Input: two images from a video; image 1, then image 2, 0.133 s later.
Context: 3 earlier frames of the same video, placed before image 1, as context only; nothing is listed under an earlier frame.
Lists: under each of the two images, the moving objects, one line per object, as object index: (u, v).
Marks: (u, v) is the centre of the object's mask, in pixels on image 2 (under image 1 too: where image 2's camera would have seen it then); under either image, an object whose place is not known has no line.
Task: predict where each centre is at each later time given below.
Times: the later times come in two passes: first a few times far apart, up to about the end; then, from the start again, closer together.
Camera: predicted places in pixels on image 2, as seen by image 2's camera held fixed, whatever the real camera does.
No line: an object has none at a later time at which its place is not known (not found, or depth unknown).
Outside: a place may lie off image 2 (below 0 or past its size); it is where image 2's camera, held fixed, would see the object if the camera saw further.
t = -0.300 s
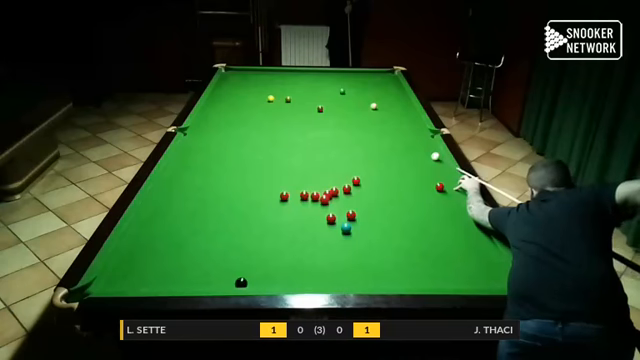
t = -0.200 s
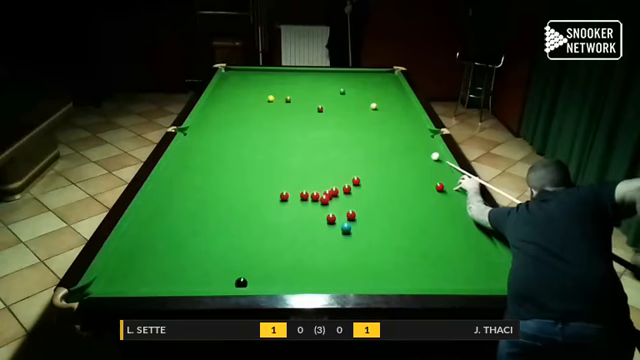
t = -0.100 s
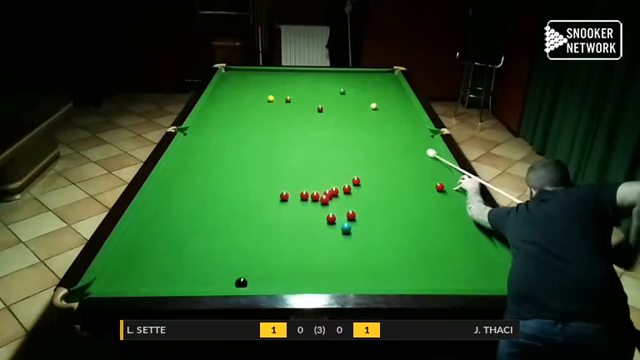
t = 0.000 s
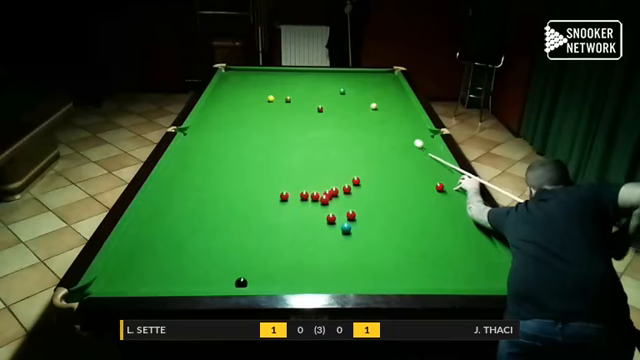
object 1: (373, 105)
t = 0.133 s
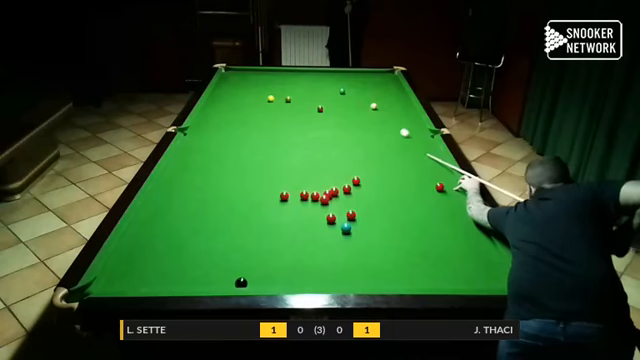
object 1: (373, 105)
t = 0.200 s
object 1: (373, 105)
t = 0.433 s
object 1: (373, 105)
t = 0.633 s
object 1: (376, 100)
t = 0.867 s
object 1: (379, 94)
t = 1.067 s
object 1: (381, 89)
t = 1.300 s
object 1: (383, 84)
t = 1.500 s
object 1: (385, 80)
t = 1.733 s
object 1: (387, 75)
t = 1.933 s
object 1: (388, 72)
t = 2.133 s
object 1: (394, 71)
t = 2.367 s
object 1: (389, 72)
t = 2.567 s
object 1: (385, 72)
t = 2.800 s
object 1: (380, 72)
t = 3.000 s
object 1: (376, 72)
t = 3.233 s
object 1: (372, 72)
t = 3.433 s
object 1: (370, 73)
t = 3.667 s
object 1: (367, 73)
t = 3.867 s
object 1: (364, 73)
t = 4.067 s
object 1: (363, 73)
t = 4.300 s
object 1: (361, 73)
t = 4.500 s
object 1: (359, 73)
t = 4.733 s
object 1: (358, 73)
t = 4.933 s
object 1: (358, 73)
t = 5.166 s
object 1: (358, 73)
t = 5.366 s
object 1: (358, 73)
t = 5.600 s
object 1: (358, 73)
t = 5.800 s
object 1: (358, 73)
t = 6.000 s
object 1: (358, 73)
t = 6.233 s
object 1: (358, 73)
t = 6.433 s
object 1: (358, 73)
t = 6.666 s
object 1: (358, 73)
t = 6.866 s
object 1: (358, 73)
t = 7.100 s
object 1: (358, 73)
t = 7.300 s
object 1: (358, 73)
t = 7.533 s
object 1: (358, 73)
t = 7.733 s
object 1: (358, 73)
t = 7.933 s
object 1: (358, 73)
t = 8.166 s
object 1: (358, 73)
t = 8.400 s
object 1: (358, 73)
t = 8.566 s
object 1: (358, 73)
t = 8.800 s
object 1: (358, 73)
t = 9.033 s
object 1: (358, 73)
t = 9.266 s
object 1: (358, 73)
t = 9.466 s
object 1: (358, 73)
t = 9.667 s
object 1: (358, 73)
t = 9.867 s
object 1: (358, 73)
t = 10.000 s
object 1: (358, 73)
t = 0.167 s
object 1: (373, 105)
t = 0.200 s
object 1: (373, 105)
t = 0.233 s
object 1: (373, 105)
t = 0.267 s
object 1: (373, 105)
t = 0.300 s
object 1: (373, 105)
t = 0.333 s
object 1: (373, 105)
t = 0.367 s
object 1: (373, 105)
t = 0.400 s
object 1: (373, 105)
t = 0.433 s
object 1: (373, 105)
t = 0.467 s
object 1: (373, 105)
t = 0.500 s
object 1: (373, 104)
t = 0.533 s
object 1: (374, 104)
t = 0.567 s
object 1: (374, 103)
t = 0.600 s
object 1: (375, 101)
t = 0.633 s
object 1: (376, 100)
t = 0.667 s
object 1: (376, 99)
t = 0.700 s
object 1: (377, 98)
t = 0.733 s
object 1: (377, 98)
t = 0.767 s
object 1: (377, 96)
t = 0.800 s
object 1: (378, 96)
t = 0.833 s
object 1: (378, 95)
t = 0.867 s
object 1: (379, 94)
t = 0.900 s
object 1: (379, 93)
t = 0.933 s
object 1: (379, 92)
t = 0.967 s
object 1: (380, 91)
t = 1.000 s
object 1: (380, 90)
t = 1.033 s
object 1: (380, 90)
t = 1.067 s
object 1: (381, 89)
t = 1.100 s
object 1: (381, 88)
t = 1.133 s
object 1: (381, 87)
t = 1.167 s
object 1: (382, 86)
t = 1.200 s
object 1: (382, 86)
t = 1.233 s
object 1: (383, 85)
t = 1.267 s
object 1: (383, 84)
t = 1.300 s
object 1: (383, 84)
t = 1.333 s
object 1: (384, 83)
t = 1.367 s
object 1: (384, 82)
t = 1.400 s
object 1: (384, 82)
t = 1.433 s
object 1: (385, 81)
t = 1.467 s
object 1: (385, 80)
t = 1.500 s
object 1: (385, 80)
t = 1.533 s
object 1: (385, 79)
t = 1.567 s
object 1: (385, 78)
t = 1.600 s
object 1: (386, 78)
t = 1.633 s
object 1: (386, 77)
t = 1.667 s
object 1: (386, 76)
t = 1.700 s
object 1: (387, 76)
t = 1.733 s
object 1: (387, 75)
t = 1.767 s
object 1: (387, 75)
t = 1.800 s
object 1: (387, 74)
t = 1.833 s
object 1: (388, 74)
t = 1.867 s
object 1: (388, 73)
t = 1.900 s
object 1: (388, 72)
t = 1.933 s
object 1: (388, 72)
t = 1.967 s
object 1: (389, 71)
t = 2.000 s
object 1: (389, 71)
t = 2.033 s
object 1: (390, 71)
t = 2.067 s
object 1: (391, 71)
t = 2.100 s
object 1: (392, 71)
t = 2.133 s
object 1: (394, 71)
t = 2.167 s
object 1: (393, 71)
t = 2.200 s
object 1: (393, 71)
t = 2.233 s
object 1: (392, 71)
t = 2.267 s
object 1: (391, 71)
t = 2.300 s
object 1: (390, 72)
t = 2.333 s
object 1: (389, 72)
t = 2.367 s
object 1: (389, 72)
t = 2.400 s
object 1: (388, 72)
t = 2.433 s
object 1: (388, 72)
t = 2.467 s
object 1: (387, 72)
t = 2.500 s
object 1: (386, 72)
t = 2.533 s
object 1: (385, 72)
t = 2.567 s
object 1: (385, 72)
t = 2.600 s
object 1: (384, 72)
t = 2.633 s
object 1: (383, 72)
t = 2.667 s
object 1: (383, 72)
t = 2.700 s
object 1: (382, 72)
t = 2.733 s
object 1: (381, 72)
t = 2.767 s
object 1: (381, 72)
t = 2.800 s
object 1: (380, 72)
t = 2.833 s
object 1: (379, 72)
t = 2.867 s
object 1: (379, 72)
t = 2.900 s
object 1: (378, 72)
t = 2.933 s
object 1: (378, 72)
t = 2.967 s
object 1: (377, 72)
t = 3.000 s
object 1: (376, 72)
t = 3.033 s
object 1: (376, 72)
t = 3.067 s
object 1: (375, 72)
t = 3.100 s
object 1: (375, 72)
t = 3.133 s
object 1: (374, 72)
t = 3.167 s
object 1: (374, 72)
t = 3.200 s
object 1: (373, 72)
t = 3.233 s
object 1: (372, 72)
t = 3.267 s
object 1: (372, 72)
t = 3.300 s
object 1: (371, 72)
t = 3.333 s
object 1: (371, 72)
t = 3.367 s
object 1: (371, 73)
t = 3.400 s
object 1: (370, 72)
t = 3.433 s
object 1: (370, 73)
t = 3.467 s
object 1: (369, 73)
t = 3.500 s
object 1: (369, 73)
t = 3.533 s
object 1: (368, 72)
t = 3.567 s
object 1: (368, 73)
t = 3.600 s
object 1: (368, 73)
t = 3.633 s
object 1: (367, 73)
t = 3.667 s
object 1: (367, 73)
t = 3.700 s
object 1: (366, 73)
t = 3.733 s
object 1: (366, 73)
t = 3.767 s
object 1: (365, 73)
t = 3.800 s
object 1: (365, 73)
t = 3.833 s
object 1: (365, 73)
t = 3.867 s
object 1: (364, 73)
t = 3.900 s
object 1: (364, 73)
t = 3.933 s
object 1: (364, 73)
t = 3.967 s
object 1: (363, 73)
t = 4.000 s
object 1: (363, 73)
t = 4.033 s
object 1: (363, 73)
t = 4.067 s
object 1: (363, 73)
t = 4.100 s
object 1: (362, 73)
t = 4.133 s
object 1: (362, 73)
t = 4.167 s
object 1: (362, 73)
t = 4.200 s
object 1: (361, 73)
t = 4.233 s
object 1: (361, 73)
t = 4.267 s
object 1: (361, 73)
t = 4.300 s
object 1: (361, 73)
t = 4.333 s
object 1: (360, 73)
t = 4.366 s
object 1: (360, 73)
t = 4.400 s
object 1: (360, 73)
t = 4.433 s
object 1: (360, 73)
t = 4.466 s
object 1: (359, 73)
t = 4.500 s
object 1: (359, 73)
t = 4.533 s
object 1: (359, 73)
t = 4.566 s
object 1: (359, 73)
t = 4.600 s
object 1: (359, 73)
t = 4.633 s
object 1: (359, 73)
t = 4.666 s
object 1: (359, 73)
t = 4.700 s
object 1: (359, 73)
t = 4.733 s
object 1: (358, 73)
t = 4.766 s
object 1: (358, 73)
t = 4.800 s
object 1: (358, 73)
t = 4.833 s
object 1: (358, 73)
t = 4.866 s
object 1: (358, 73)
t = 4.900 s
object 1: (358, 73)
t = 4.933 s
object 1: (358, 73)
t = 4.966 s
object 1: (358, 73)
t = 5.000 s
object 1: (358, 73)
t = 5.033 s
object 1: (358, 73)
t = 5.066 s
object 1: (358, 73)
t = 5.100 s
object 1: (358, 73)
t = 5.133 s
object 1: (358, 73)
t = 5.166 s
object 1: (358, 73)
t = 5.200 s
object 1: (358, 73)
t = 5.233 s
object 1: (358, 73)
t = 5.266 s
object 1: (358, 73)
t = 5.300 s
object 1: (358, 73)
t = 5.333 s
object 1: (358, 73)
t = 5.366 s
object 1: (358, 73)
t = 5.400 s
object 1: (358, 73)
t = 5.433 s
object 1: (358, 73)
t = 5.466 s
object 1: (358, 73)
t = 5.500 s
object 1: (358, 73)
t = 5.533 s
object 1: (358, 73)
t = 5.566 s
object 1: (358, 73)
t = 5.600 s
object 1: (358, 73)
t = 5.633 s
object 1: (358, 73)
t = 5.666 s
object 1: (358, 73)
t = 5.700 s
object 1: (358, 73)
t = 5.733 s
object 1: (358, 73)
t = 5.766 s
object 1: (358, 73)
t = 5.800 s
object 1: (358, 73)
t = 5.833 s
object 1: (358, 73)
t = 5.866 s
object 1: (358, 73)
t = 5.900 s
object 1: (358, 73)
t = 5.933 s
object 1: (358, 73)
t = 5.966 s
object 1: (358, 73)
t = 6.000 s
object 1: (358, 73)
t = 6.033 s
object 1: (358, 73)
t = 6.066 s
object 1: (358, 73)
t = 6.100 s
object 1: (358, 73)
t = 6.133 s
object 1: (358, 73)
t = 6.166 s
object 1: (358, 73)
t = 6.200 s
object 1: (358, 73)
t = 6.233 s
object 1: (358, 73)
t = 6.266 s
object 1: (358, 73)
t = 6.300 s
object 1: (358, 73)
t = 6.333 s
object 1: (358, 73)
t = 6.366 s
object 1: (358, 73)
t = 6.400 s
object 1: (358, 73)
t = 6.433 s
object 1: (358, 73)
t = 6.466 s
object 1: (358, 73)
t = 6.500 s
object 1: (358, 73)
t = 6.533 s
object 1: (358, 73)
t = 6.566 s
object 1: (358, 73)
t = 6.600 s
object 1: (358, 73)
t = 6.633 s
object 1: (358, 73)
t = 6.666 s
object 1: (358, 73)
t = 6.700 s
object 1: (358, 73)
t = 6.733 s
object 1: (358, 73)
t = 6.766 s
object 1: (358, 73)
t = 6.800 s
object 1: (358, 73)
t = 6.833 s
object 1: (358, 73)
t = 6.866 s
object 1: (358, 73)
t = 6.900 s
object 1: (358, 73)
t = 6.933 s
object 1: (358, 73)
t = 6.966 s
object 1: (358, 73)
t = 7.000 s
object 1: (358, 73)
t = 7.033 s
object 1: (358, 73)
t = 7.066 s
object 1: (358, 73)
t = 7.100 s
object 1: (358, 73)
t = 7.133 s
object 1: (358, 73)
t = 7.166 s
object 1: (358, 73)
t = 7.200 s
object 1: (358, 73)
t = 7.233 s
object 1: (358, 73)
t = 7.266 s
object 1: (358, 73)
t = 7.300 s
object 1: (358, 73)
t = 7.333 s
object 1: (358, 73)
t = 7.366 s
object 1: (358, 73)
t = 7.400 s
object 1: (358, 73)
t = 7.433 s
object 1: (358, 73)
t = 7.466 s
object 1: (358, 73)
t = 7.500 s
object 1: (358, 73)
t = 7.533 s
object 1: (358, 73)
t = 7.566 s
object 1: (358, 73)
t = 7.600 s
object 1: (358, 73)
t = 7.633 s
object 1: (358, 73)
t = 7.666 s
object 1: (358, 73)
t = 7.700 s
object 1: (358, 73)
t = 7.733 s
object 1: (358, 73)
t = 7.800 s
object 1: (358, 73)
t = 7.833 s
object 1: (358, 73)
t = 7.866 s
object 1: (358, 73)
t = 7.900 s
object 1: (358, 73)
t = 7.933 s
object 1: (358, 73)
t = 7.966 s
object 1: (358, 73)
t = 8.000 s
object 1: (358, 73)
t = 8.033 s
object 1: (358, 73)
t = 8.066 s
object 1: (358, 73)
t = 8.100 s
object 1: (358, 73)
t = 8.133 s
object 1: (358, 73)
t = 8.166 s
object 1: (358, 73)
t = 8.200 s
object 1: (358, 73)
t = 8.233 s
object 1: (358, 73)
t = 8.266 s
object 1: (358, 73)
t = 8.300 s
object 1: (358, 73)
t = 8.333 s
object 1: (358, 73)
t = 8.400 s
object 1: (358, 73)
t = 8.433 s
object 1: (358, 73)
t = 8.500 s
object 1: (358, 73)
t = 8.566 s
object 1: (358, 73)
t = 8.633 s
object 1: (358, 73)
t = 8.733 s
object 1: (358, 73)
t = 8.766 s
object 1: (358, 73)
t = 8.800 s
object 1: (358, 73)
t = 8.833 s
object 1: (358, 73)
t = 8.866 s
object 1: (358, 73)
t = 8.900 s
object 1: (358, 73)
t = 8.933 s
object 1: (358, 73)
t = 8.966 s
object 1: (358, 73)
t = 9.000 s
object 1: (358, 73)
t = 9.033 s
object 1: (358, 73)
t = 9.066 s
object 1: (358, 73)
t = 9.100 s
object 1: (358, 73)
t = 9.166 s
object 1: (358, 73)
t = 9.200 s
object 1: (358, 73)
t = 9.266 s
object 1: (358, 73)
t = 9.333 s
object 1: (358, 73)
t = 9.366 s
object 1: (358, 73)
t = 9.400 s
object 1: (358, 73)
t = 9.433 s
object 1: (358, 73)
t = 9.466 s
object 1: (358, 73)
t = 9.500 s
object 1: (358, 73)
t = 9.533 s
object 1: (358, 73)
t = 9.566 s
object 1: (358, 73)
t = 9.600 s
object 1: (358, 73)
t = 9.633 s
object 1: (358, 73)
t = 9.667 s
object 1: (358, 73)
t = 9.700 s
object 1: (358, 73)
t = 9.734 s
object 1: (358, 73)
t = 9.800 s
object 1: (358, 73)
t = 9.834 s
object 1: (358, 73)
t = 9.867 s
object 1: (358, 73)
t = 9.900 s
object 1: (358, 73)
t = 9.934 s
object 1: (358, 73)
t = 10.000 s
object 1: (358, 73)
